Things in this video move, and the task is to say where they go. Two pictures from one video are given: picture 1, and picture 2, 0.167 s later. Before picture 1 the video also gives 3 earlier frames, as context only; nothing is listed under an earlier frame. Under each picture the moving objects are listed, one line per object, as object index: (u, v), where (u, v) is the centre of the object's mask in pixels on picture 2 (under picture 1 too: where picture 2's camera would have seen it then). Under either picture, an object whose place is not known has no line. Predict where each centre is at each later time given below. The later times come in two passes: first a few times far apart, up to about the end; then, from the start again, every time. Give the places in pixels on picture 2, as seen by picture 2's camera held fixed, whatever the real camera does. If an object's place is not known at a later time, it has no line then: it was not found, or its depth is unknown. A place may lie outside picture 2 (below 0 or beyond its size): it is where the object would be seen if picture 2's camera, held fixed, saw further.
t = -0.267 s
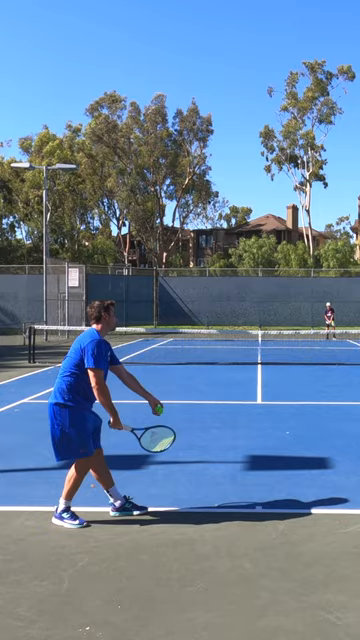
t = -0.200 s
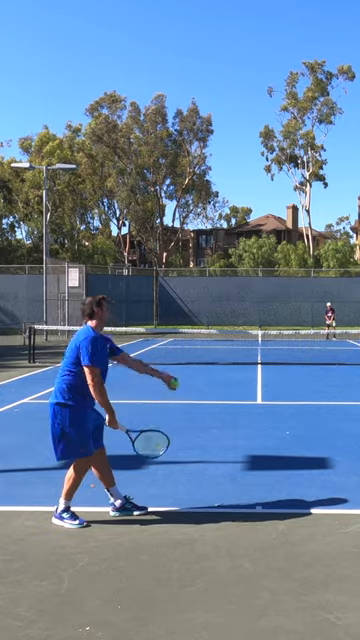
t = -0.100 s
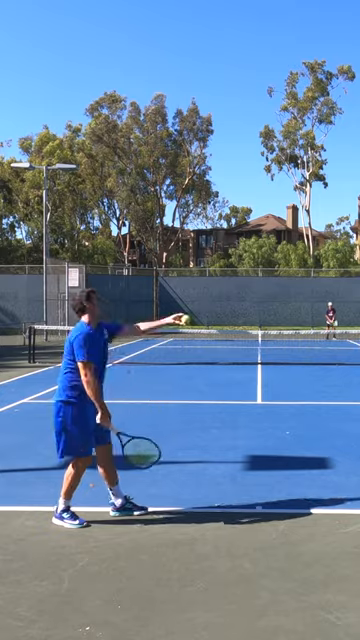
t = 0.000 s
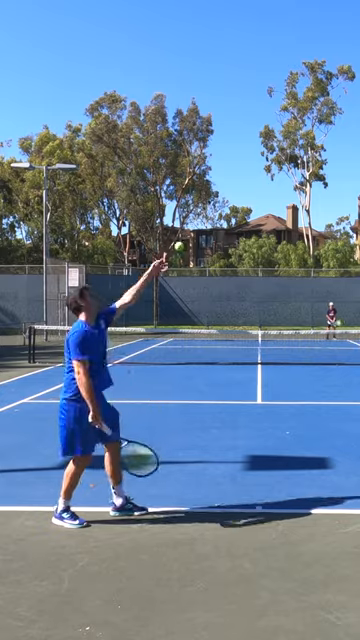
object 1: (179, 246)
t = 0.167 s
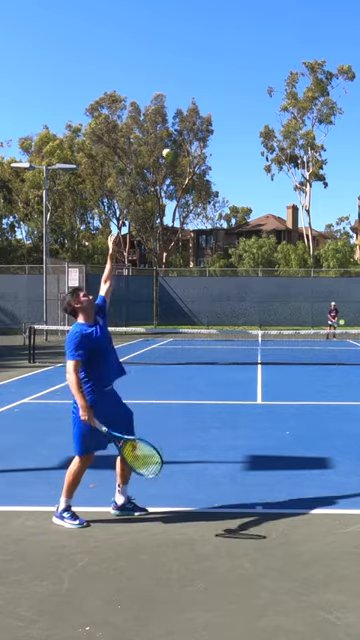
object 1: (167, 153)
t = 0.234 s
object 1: (161, 125)
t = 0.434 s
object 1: (148, 77)
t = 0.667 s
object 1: (133, 82)
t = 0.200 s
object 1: (164, 138)
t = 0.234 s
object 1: (161, 125)
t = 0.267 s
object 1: (160, 115)
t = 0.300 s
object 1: (156, 103)
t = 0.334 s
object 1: (155, 95)
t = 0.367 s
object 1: (153, 88)
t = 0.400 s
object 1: (150, 82)
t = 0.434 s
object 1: (148, 77)
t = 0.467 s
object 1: (146, 74)
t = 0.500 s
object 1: (144, 72)
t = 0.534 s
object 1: (142, 72)
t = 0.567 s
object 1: (139, 72)
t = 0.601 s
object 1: (137, 74)
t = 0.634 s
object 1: (135, 78)
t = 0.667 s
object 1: (133, 82)
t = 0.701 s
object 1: (131, 88)
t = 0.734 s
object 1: (129, 95)
